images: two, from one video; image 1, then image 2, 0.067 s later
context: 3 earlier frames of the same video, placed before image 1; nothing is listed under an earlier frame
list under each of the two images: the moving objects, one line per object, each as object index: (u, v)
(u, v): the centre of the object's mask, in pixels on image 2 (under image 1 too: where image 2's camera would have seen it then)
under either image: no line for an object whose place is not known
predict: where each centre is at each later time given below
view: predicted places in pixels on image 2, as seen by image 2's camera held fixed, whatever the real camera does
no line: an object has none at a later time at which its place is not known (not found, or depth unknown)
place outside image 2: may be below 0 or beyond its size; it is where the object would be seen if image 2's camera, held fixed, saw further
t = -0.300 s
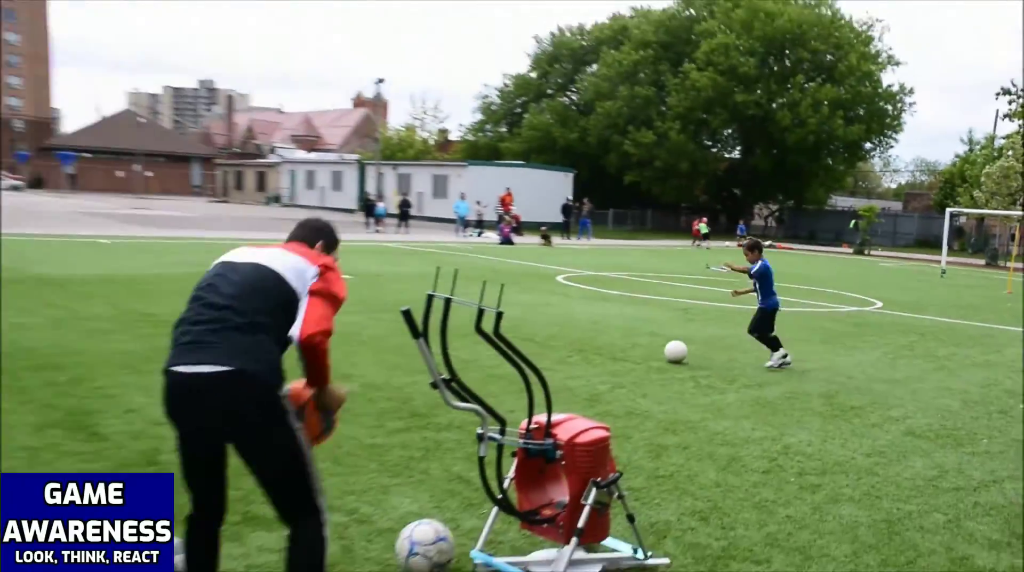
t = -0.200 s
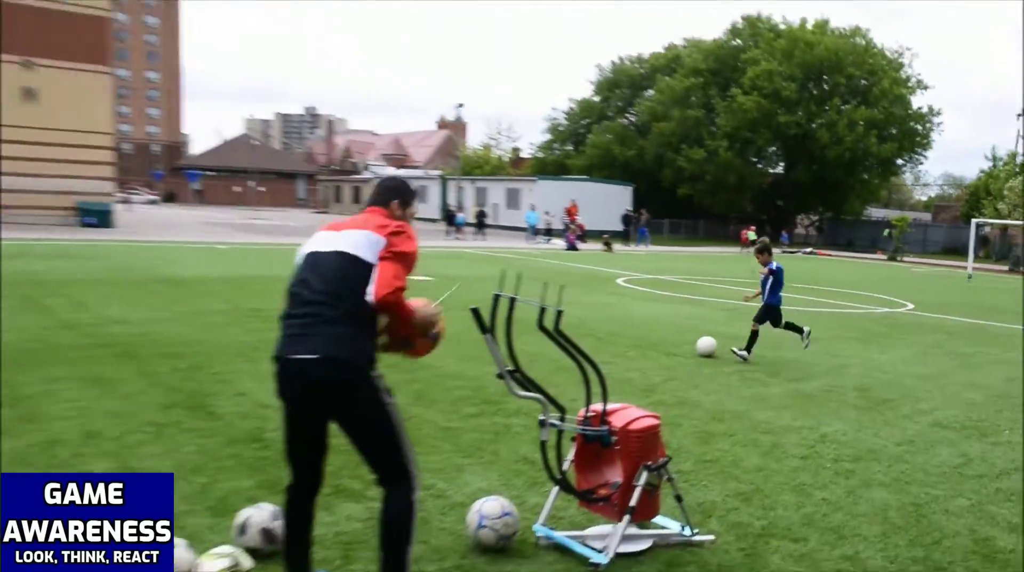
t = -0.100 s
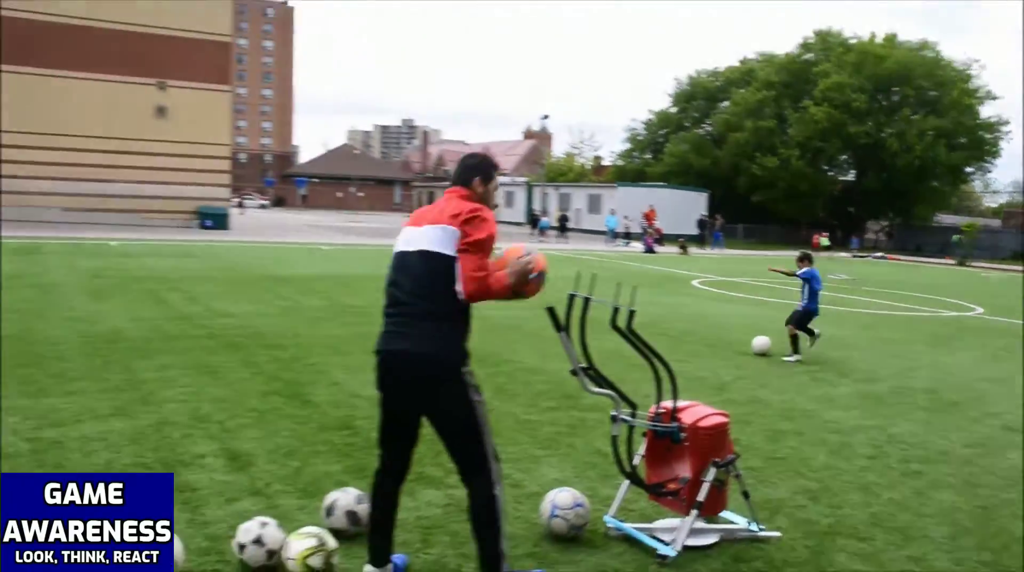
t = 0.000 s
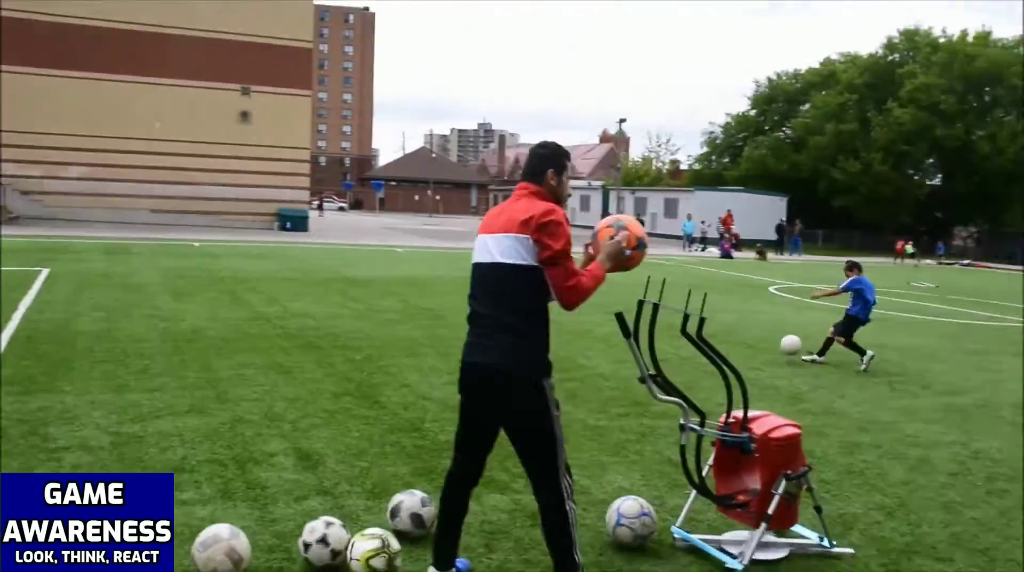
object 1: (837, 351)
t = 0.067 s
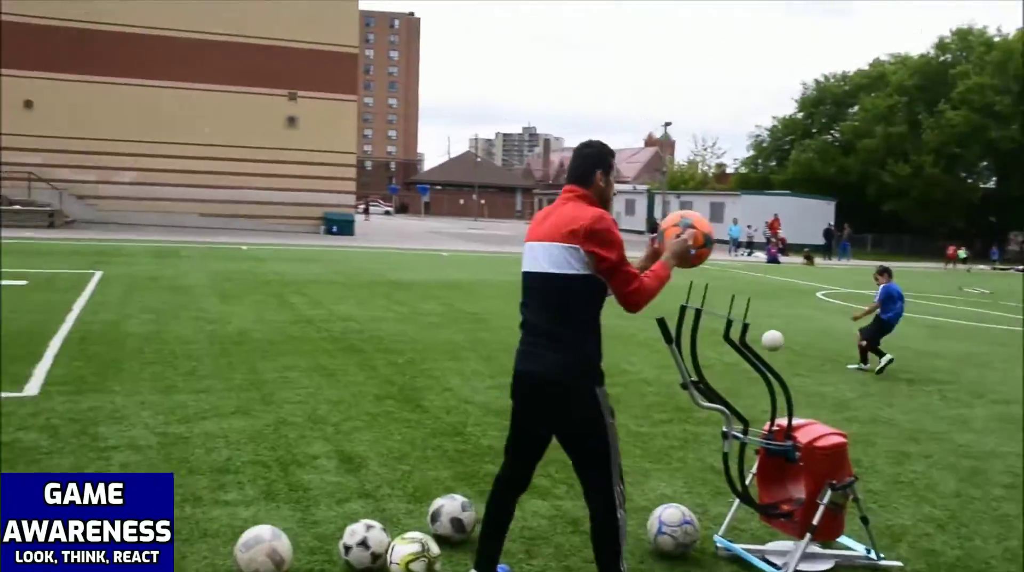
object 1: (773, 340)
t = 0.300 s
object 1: (515, 331)
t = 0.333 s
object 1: (475, 335)
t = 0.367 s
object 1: (433, 340)
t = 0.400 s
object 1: (392, 346)
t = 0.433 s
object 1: (349, 353)
